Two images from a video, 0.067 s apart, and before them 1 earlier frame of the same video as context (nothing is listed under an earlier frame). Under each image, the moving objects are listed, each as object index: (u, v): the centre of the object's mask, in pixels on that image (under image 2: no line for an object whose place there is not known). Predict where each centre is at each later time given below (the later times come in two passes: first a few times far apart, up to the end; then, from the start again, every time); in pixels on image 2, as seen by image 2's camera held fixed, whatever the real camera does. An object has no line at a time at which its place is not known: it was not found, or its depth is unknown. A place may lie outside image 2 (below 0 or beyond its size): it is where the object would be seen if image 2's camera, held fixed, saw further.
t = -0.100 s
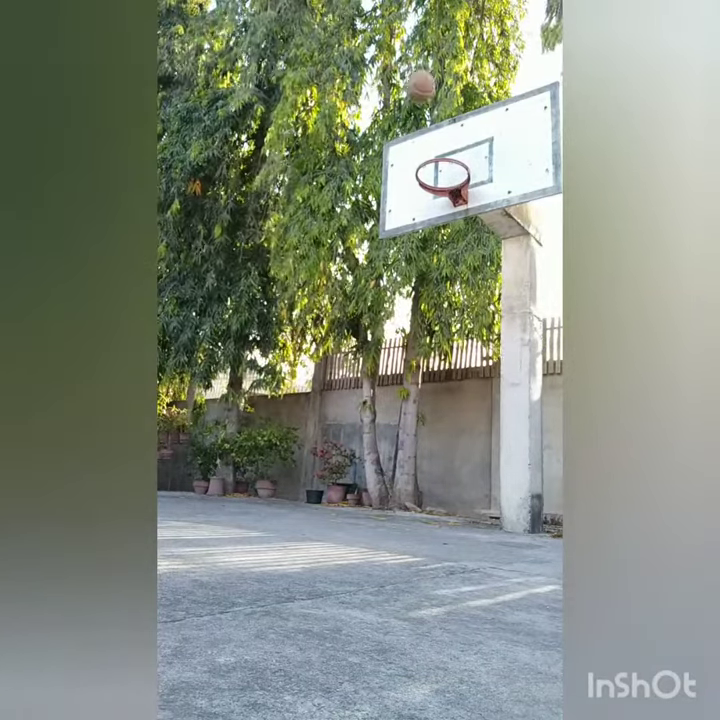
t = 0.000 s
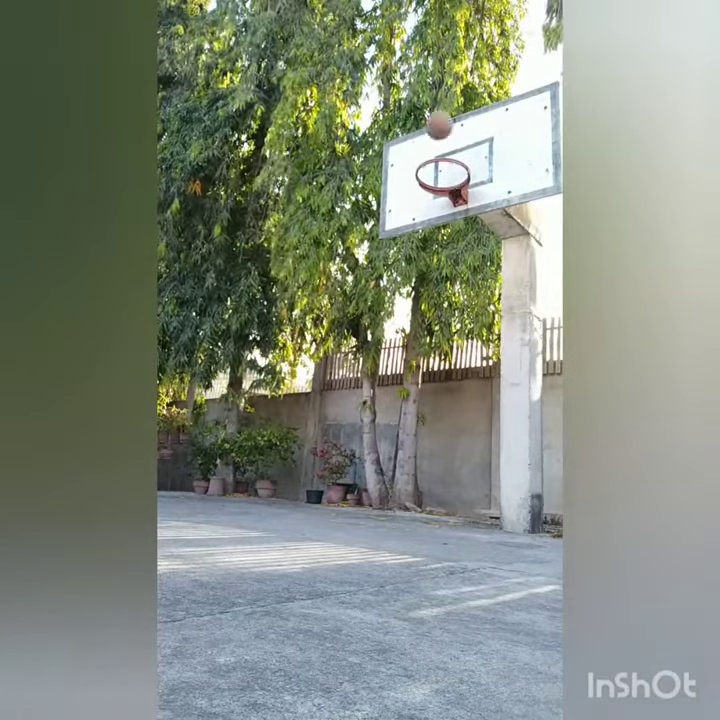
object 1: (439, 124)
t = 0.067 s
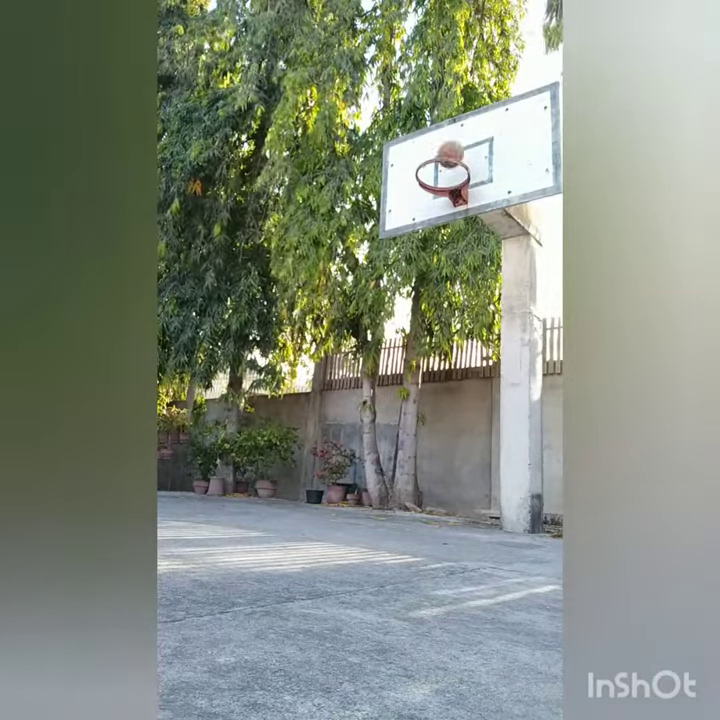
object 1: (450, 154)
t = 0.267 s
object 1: (445, 152)
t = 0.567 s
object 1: (438, 157)
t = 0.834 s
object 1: (449, 220)
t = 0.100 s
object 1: (455, 171)
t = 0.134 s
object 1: (456, 171)
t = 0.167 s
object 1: (454, 165)
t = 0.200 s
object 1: (451, 159)
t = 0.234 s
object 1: (448, 155)
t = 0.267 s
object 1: (445, 152)
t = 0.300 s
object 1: (442, 149)
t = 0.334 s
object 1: (440, 149)
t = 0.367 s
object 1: (436, 149)
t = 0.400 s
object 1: (433, 151)
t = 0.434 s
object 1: (432, 152)
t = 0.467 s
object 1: (433, 152)
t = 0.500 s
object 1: (435, 153)
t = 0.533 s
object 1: (436, 154)
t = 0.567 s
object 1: (438, 157)
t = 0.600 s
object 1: (440, 161)
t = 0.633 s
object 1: (441, 167)
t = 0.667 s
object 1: (443, 172)
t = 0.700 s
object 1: (444, 179)
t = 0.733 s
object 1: (445, 188)
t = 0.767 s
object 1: (446, 198)
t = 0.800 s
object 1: (447, 208)
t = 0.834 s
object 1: (449, 220)
